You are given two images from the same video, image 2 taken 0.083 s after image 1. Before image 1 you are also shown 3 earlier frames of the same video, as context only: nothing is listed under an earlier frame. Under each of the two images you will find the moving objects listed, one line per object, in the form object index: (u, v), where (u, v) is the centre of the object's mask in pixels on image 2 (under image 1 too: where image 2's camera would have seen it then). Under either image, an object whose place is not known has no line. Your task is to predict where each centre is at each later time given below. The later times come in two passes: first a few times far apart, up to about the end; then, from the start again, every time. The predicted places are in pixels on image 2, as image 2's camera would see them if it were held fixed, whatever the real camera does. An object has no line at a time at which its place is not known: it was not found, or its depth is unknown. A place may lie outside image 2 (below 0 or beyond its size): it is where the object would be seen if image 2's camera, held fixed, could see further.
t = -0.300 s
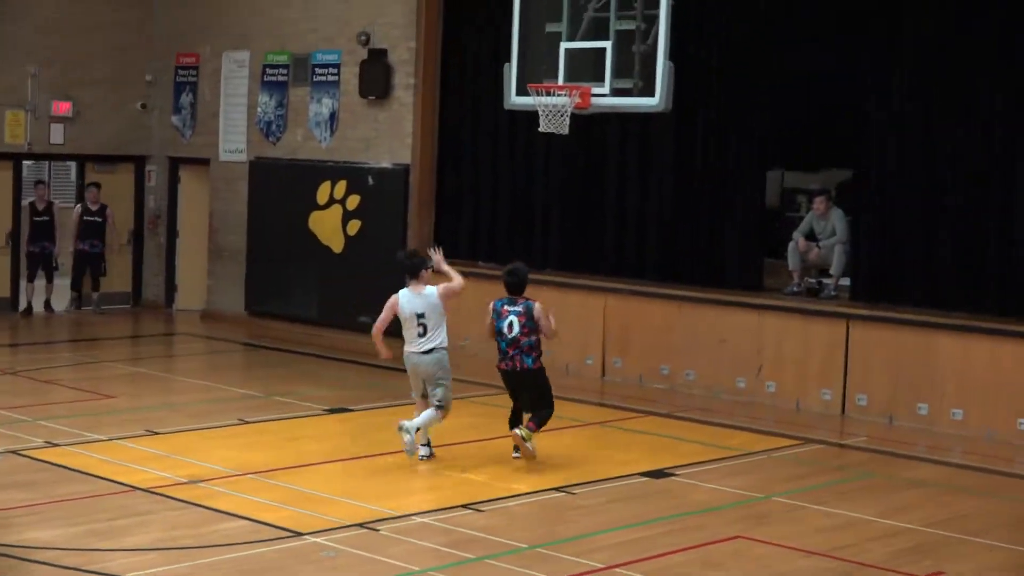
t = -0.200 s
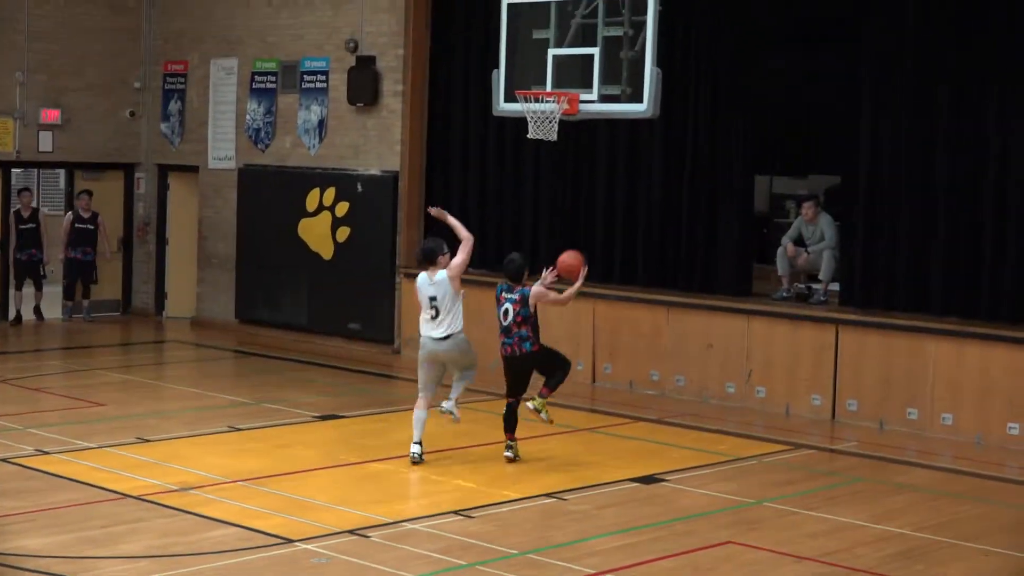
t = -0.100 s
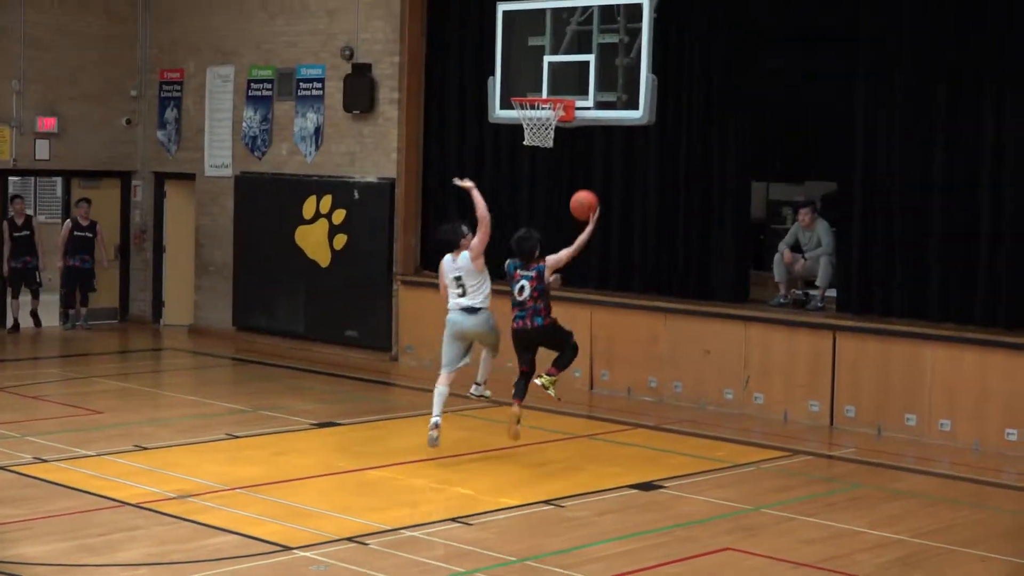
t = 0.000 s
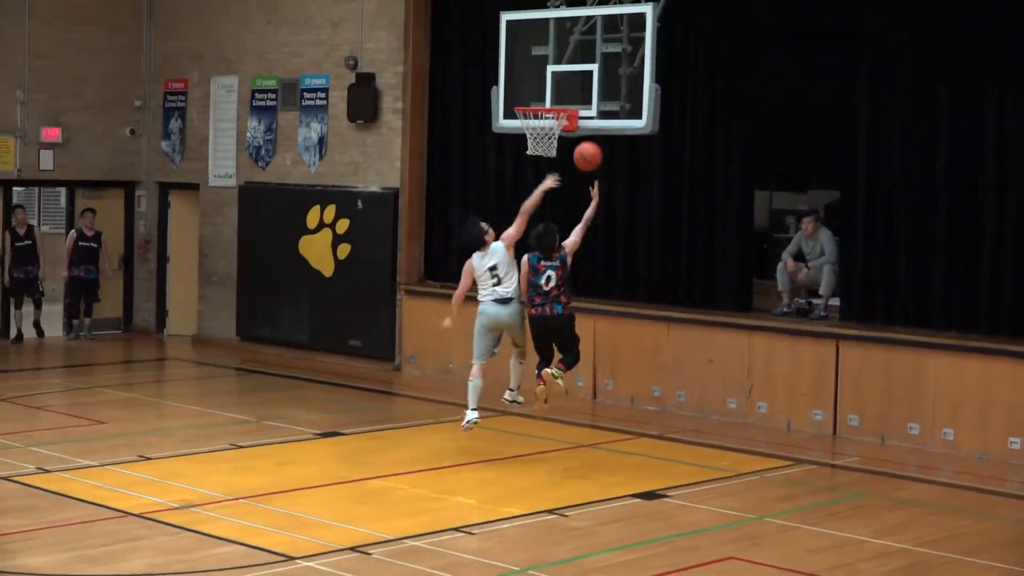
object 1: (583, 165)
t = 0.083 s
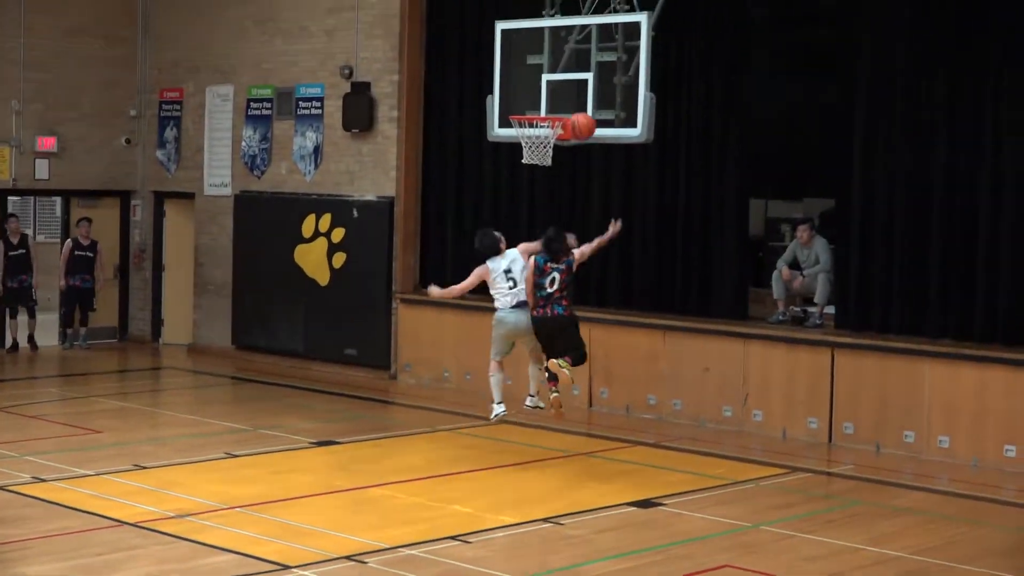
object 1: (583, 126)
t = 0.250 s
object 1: (577, 76)
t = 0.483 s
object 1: (571, 59)
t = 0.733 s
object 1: (539, 98)
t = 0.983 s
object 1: (524, 149)
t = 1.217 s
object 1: (545, 164)
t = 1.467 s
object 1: (552, 217)
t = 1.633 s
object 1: (555, 292)
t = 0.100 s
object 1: (581, 120)
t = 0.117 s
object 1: (581, 114)
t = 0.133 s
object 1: (580, 108)
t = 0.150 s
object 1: (580, 102)
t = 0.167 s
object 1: (579, 97)
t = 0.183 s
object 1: (579, 93)
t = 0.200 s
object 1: (578, 89)
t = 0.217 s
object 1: (578, 84)
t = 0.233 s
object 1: (577, 80)
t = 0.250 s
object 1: (577, 76)
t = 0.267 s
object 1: (577, 73)
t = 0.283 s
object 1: (576, 70)
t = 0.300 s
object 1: (576, 67)
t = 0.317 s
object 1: (576, 65)
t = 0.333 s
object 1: (576, 63)
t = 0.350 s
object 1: (575, 61)
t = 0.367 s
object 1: (574, 60)
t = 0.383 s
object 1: (574, 59)
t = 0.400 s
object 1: (573, 58)
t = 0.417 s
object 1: (573, 58)
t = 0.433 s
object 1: (573, 58)
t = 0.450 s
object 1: (572, 58)
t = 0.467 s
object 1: (572, 59)
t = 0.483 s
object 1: (571, 59)
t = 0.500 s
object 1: (571, 60)
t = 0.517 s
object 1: (571, 62)
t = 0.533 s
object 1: (568, 63)
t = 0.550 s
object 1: (565, 64)
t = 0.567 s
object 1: (563, 65)
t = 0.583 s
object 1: (561, 67)
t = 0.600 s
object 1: (559, 70)
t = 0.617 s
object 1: (557, 73)
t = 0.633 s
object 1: (554, 75)
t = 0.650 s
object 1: (552, 78)
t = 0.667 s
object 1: (549, 82)
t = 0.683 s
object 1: (546, 86)
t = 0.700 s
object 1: (544, 89)
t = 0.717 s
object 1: (542, 94)
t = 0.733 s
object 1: (539, 98)
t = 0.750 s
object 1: (536, 103)
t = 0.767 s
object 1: (534, 107)
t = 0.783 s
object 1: (531, 109)
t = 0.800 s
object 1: (529, 119)
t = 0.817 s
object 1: (527, 125)
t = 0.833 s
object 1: (524, 130)
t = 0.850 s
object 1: (524, 132)
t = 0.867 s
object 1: (522, 134)
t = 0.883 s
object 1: (521, 142)
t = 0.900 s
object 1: (521, 143)
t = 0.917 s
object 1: (521, 145)
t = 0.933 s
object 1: (521, 146)
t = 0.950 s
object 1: (522, 147)
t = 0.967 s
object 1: (524, 148)
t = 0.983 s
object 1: (524, 149)
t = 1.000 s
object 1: (526, 150)
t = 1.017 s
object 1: (527, 150)
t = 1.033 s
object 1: (532, 150)
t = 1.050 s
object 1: (531, 152)
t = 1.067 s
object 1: (533, 152)
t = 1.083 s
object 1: (537, 152)
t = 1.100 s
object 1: (536, 154)
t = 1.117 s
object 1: (538, 154)
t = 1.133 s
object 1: (540, 155)
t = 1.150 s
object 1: (541, 156)
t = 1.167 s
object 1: (541, 162)
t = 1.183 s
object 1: (543, 162)
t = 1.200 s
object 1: (544, 163)
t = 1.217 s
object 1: (545, 164)
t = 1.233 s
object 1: (546, 165)
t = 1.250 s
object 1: (547, 166)
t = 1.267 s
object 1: (547, 168)
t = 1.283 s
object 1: (548, 170)
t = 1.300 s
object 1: (548, 172)
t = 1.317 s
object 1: (549, 175)
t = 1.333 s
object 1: (549, 179)
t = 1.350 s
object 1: (550, 182)
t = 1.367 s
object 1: (550, 186)
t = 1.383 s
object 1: (550, 191)
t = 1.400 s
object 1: (551, 195)
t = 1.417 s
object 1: (551, 201)
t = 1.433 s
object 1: (551, 206)
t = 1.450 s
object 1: (552, 211)
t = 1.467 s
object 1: (552, 217)
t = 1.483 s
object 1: (552, 224)
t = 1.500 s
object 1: (553, 230)
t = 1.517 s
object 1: (553, 237)
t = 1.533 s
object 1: (554, 244)
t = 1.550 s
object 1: (554, 251)
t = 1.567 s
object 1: (554, 259)
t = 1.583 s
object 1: (554, 267)
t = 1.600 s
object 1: (554, 275)
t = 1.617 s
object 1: (555, 283)
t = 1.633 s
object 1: (555, 292)
